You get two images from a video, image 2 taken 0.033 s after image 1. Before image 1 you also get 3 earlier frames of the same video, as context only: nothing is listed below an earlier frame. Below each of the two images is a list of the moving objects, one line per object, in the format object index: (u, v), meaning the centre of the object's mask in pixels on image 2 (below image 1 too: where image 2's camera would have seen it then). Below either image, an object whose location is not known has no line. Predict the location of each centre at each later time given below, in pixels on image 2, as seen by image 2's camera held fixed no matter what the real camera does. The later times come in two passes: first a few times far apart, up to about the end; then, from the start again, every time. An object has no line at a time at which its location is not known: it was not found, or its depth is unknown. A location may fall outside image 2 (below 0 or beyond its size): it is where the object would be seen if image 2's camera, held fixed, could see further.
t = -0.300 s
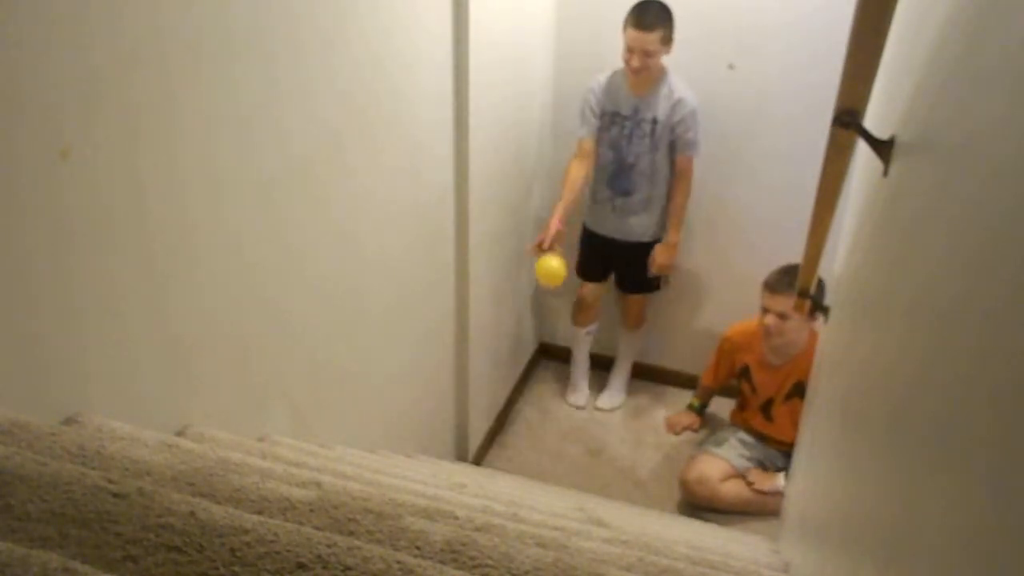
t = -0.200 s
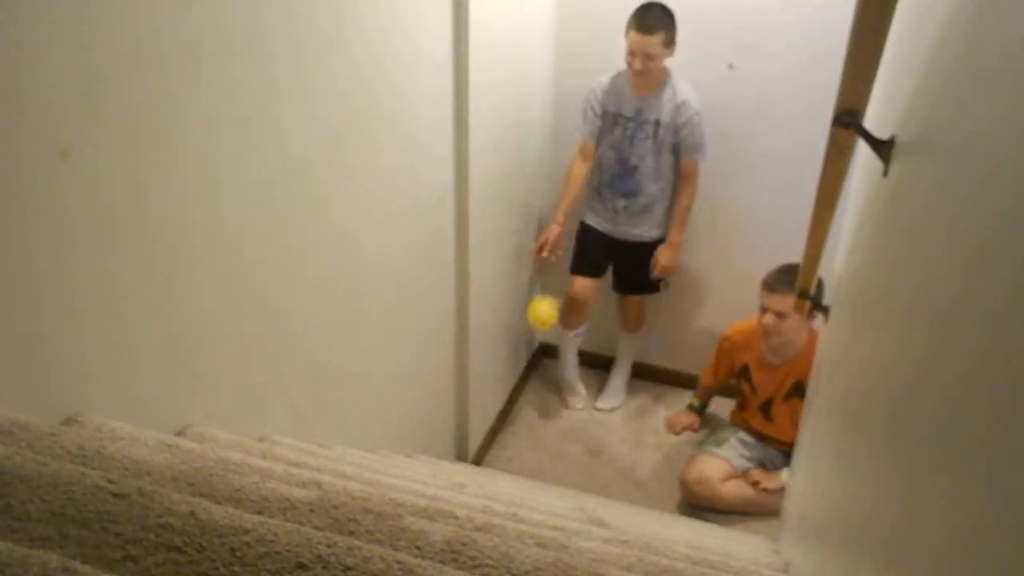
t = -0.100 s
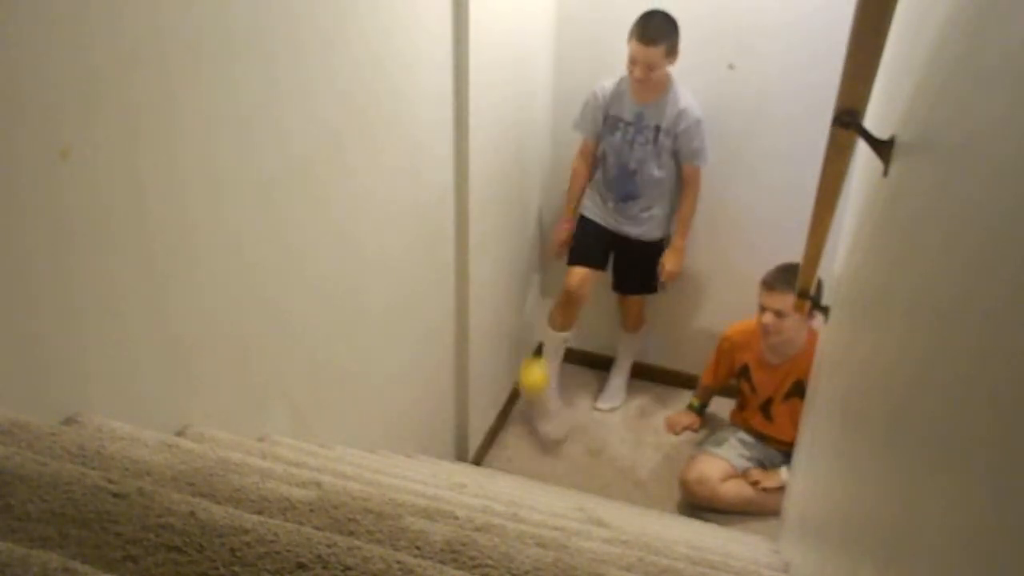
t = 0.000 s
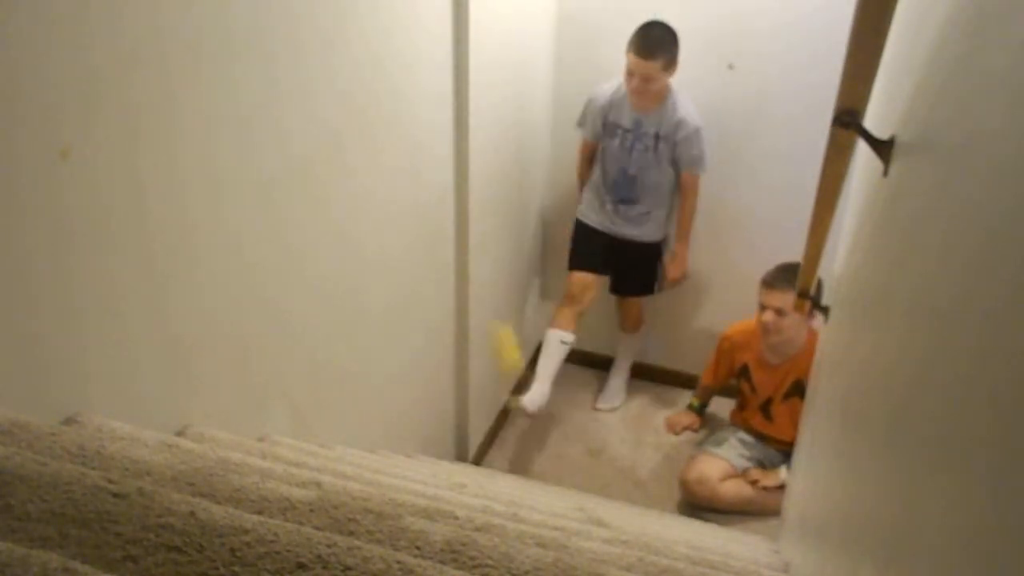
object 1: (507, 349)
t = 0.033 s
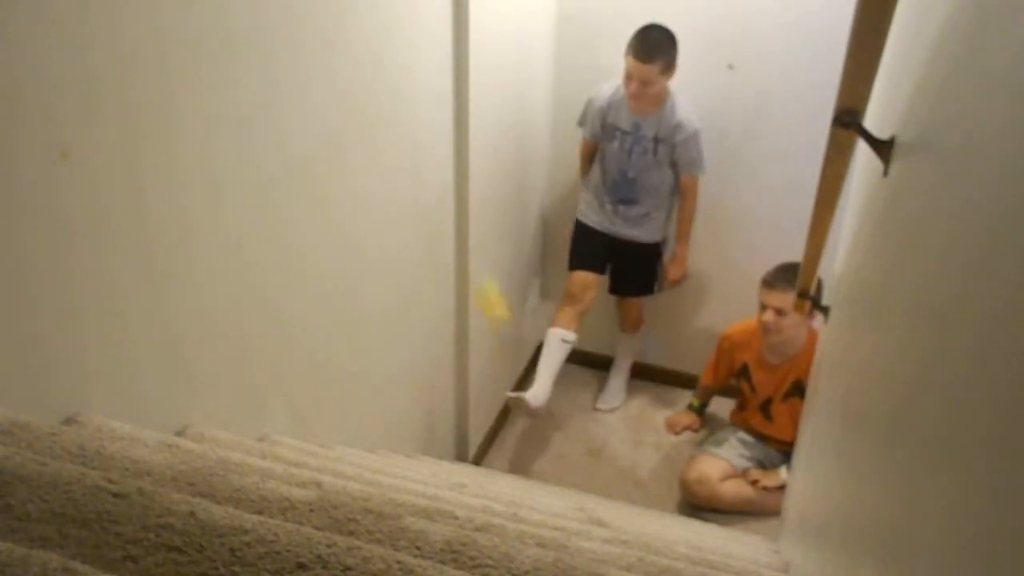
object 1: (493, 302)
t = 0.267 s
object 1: (427, 53)
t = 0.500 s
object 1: (435, 29)
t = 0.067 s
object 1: (472, 255)
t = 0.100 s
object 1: (452, 204)
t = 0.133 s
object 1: (427, 157)
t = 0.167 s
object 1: (424, 124)
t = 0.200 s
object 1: (423, 96)
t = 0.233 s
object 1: (425, 73)
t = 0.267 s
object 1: (427, 53)
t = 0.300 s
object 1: (427, 35)
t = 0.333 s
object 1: (427, 22)
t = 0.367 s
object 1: (430, 18)
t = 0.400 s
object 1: (432, 16)
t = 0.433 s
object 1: (433, 16)
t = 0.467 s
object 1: (433, 20)
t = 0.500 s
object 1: (435, 29)
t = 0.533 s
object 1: (438, 45)
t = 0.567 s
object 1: (438, 69)
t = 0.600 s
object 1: (440, 100)
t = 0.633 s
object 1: (442, 136)
